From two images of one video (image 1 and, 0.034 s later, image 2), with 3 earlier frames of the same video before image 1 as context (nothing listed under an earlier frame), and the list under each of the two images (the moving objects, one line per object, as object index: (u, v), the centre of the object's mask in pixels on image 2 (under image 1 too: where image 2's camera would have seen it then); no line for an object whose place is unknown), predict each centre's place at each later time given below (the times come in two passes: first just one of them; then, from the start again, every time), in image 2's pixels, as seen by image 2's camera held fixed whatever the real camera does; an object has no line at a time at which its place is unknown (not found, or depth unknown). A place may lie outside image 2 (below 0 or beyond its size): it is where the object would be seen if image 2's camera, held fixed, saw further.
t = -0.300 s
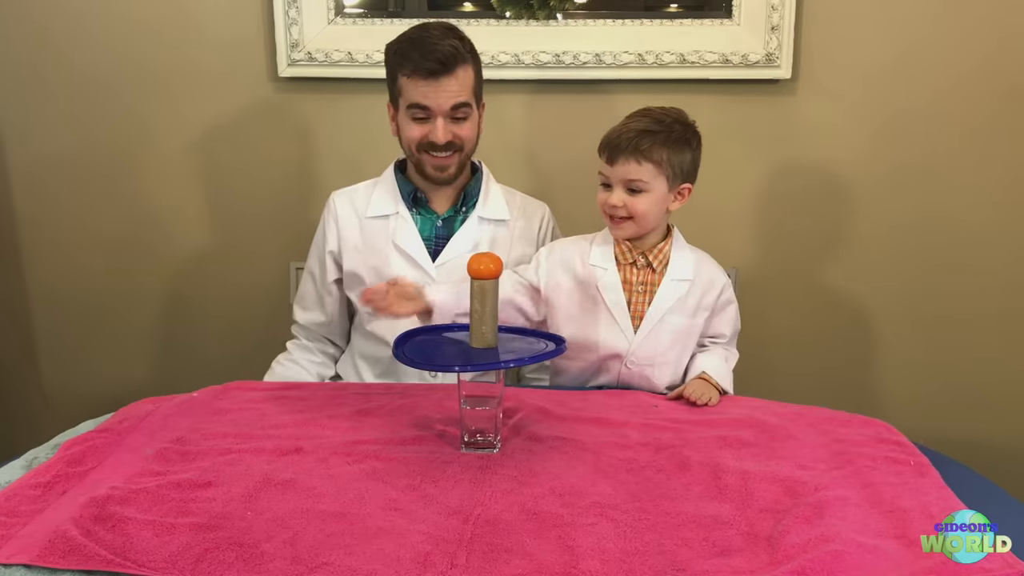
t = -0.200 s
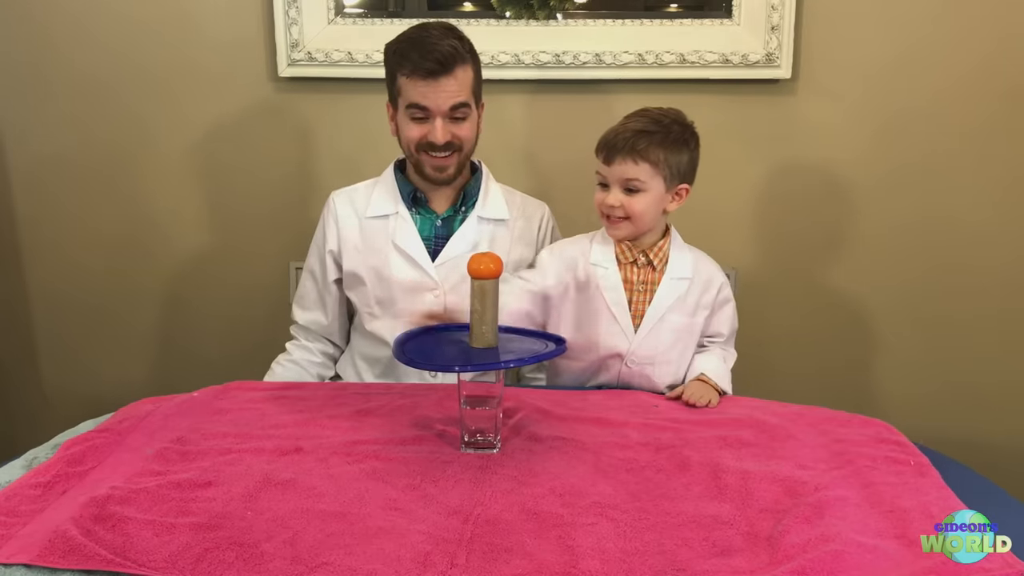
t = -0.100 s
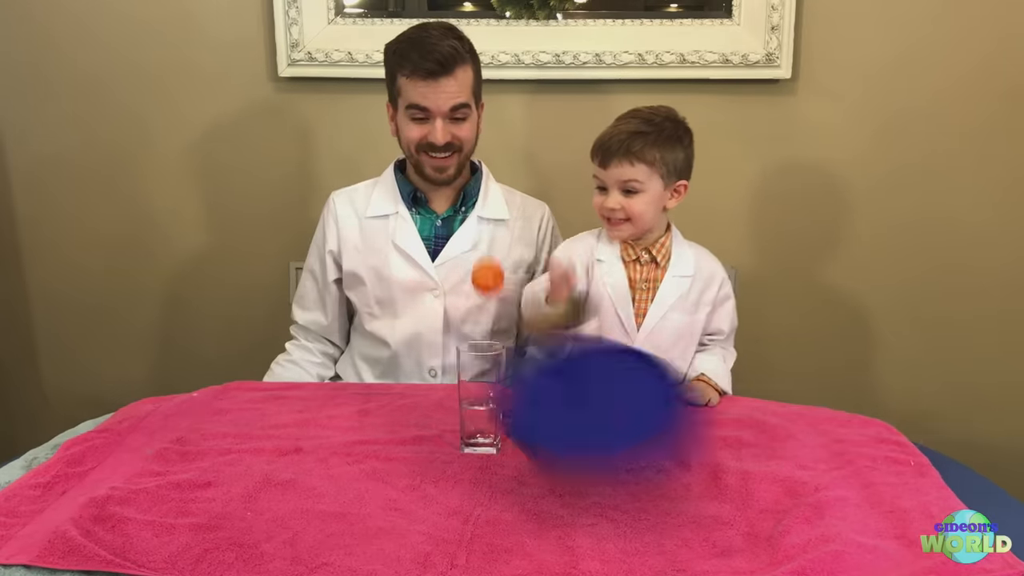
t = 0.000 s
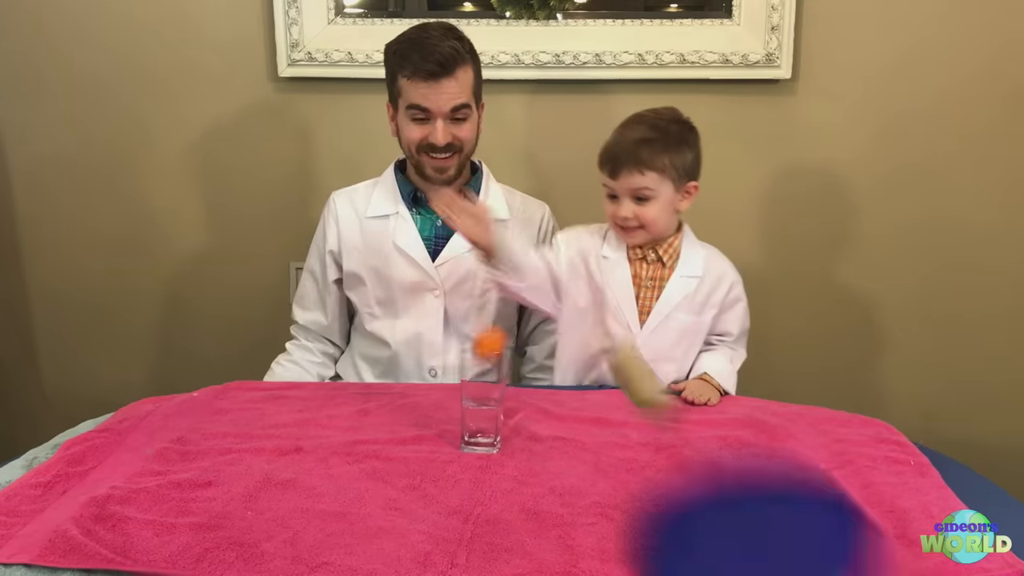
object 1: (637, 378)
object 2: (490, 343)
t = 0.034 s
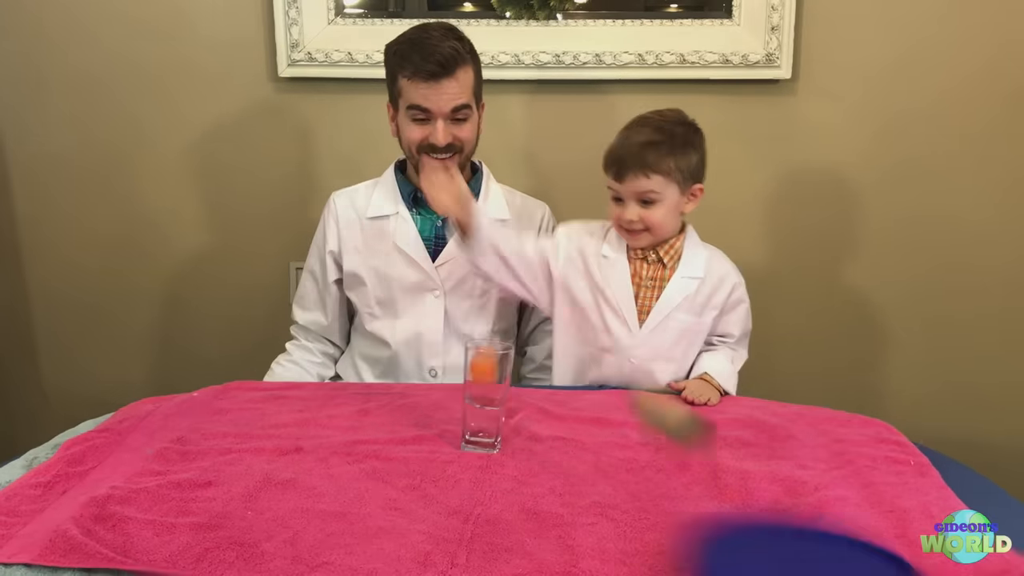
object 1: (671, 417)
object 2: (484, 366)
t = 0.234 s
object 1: (824, 517)
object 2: (481, 411)
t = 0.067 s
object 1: (698, 463)
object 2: (483, 394)
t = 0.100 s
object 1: (728, 504)
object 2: (481, 406)
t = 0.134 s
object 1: (757, 510)
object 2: (478, 414)
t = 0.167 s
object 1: (786, 523)
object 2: (476, 415)
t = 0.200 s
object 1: (806, 518)
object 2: (478, 413)
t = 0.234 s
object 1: (824, 517)
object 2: (481, 411)
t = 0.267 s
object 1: (839, 527)
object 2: (483, 410)
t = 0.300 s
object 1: (858, 544)
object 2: (482, 410)
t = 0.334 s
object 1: (868, 552)
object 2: (482, 408)
